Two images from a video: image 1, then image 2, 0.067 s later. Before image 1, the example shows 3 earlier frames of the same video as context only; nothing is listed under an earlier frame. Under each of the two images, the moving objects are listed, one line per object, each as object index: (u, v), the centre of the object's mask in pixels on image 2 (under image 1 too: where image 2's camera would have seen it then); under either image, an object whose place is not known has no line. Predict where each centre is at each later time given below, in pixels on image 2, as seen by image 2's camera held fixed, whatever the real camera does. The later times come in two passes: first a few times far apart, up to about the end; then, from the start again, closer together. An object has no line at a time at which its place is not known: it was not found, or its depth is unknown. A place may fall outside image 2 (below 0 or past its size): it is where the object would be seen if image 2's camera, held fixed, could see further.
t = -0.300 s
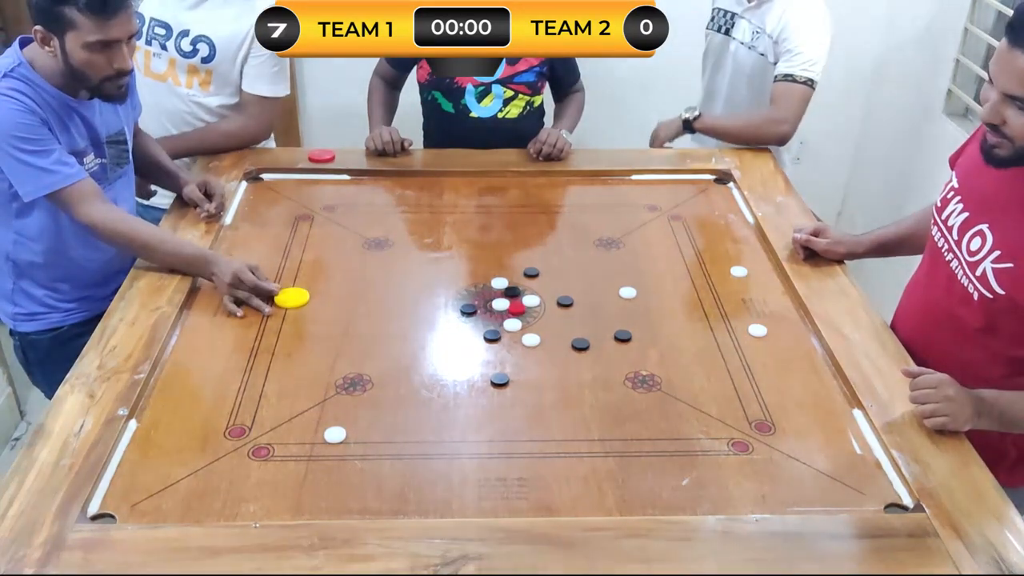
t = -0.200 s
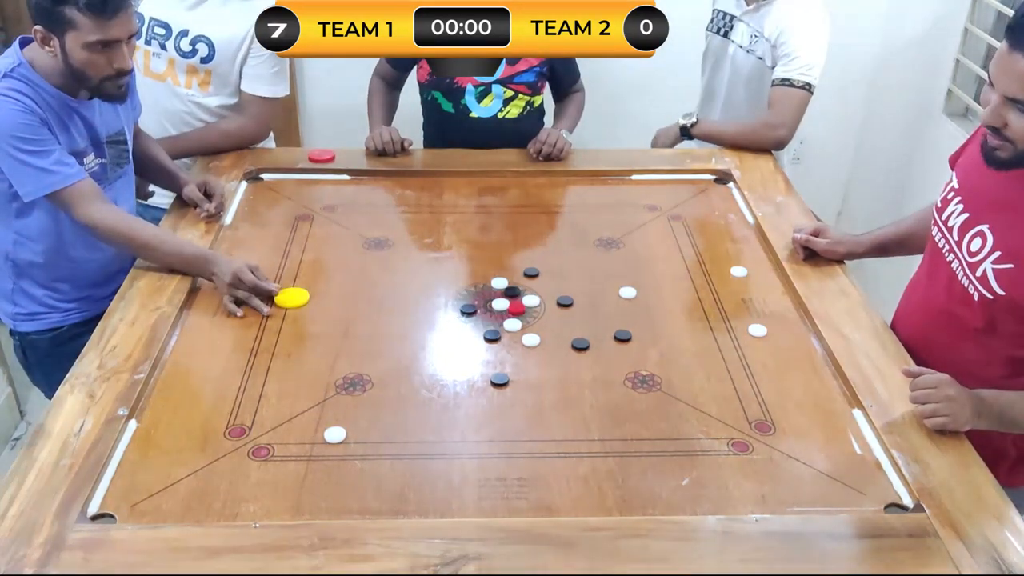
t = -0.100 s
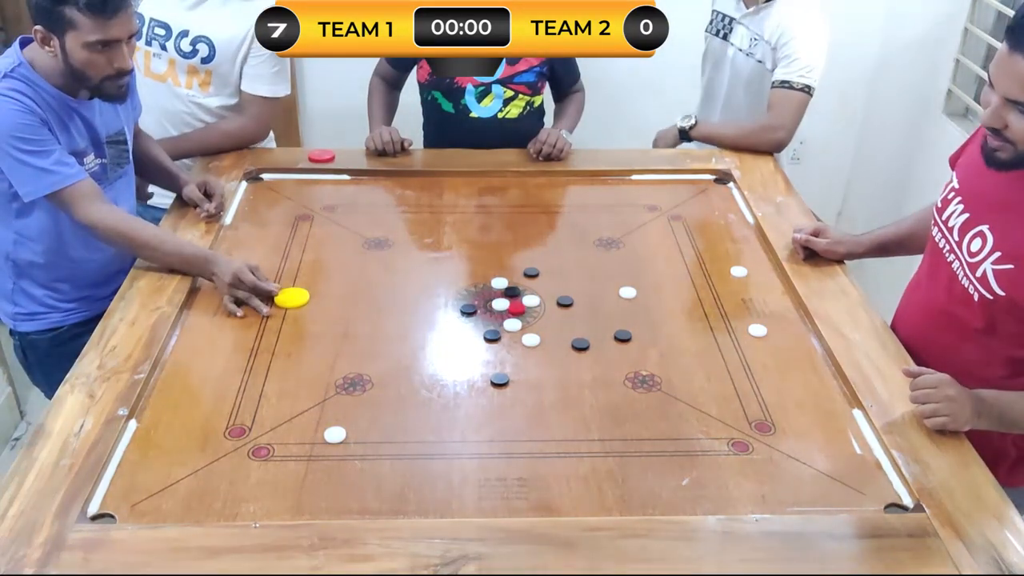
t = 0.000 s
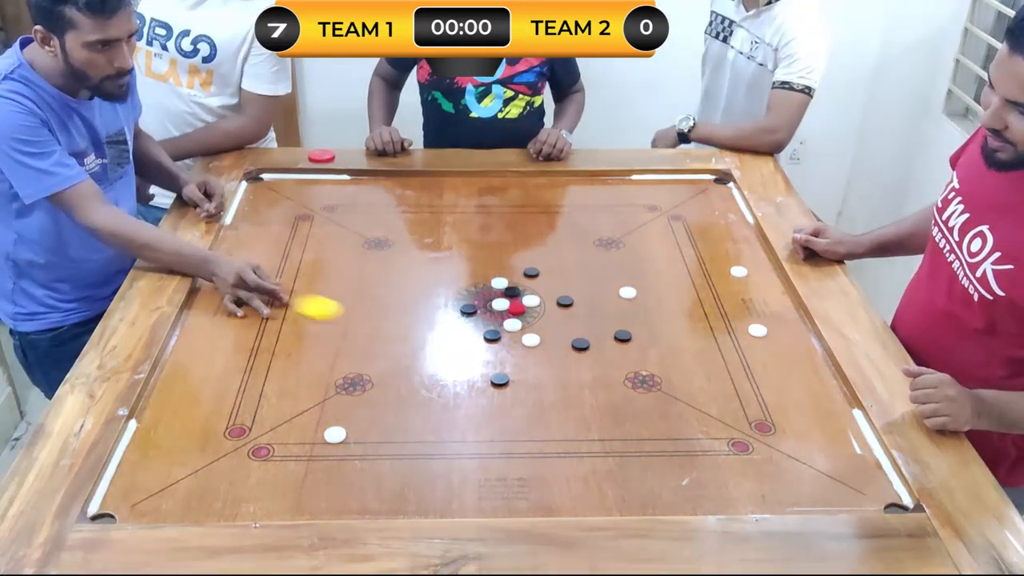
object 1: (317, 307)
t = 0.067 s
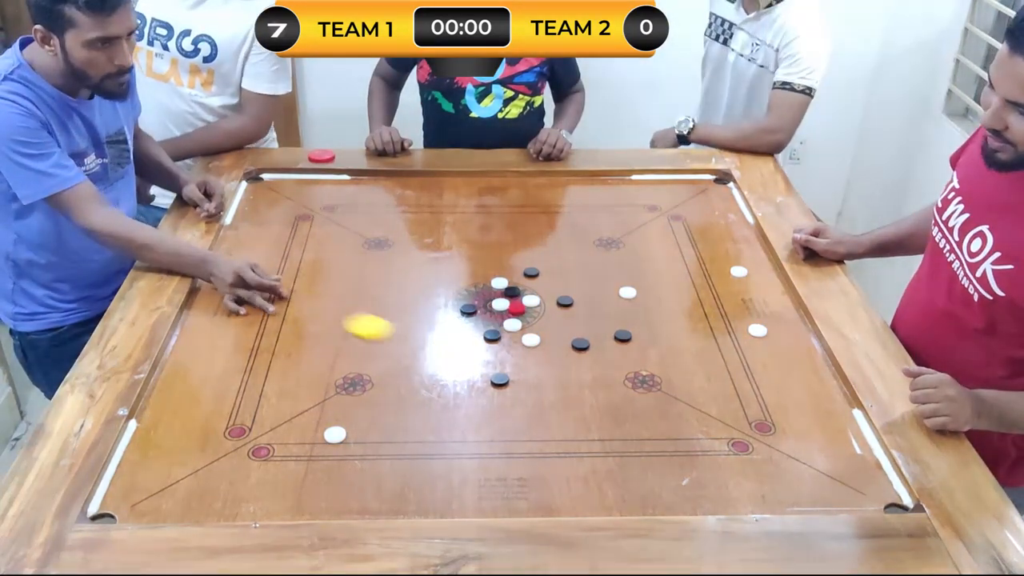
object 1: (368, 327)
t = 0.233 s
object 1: (493, 375)
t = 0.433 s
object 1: (582, 406)
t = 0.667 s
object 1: (673, 439)
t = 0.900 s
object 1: (740, 463)
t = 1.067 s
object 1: (765, 472)
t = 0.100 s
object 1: (392, 336)
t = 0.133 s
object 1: (412, 345)
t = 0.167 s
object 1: (434, 358)
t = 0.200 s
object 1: (475, 374)
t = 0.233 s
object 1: (493, 375)
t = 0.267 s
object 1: (507, 378)
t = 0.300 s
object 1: (522, 385)
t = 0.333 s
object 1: (537, 390)
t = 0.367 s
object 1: (553, 395)
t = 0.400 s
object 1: (567, 401)
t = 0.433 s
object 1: (582, 406)
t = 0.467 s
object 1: (596, 411)
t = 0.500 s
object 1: (611, 416)
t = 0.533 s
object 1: (624, 422)
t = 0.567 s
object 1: (637, 426)
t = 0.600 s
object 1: (649, 431)
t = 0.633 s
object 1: (662, 435)
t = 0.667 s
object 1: (673, 439)
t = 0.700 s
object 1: (685, 443)
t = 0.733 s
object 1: (695, 447)
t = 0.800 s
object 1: (715, 454)
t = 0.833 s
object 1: (724, 457)
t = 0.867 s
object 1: (732, 460)
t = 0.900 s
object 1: (740, 463)
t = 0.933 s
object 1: (746, 466)
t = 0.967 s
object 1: (752, 467)
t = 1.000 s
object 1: (757, 469)
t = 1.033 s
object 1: (762, 471)
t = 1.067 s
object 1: (765, 472)
